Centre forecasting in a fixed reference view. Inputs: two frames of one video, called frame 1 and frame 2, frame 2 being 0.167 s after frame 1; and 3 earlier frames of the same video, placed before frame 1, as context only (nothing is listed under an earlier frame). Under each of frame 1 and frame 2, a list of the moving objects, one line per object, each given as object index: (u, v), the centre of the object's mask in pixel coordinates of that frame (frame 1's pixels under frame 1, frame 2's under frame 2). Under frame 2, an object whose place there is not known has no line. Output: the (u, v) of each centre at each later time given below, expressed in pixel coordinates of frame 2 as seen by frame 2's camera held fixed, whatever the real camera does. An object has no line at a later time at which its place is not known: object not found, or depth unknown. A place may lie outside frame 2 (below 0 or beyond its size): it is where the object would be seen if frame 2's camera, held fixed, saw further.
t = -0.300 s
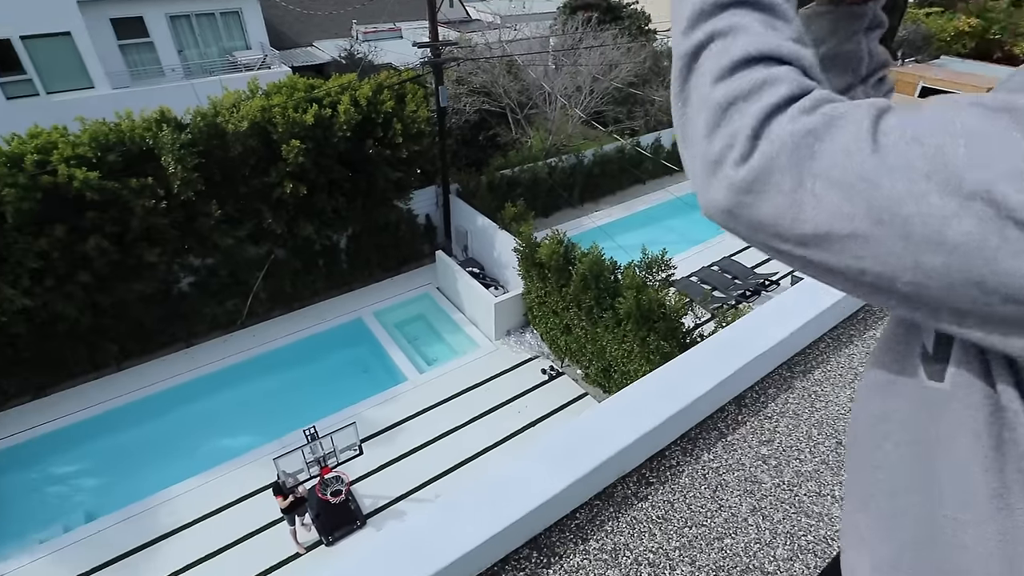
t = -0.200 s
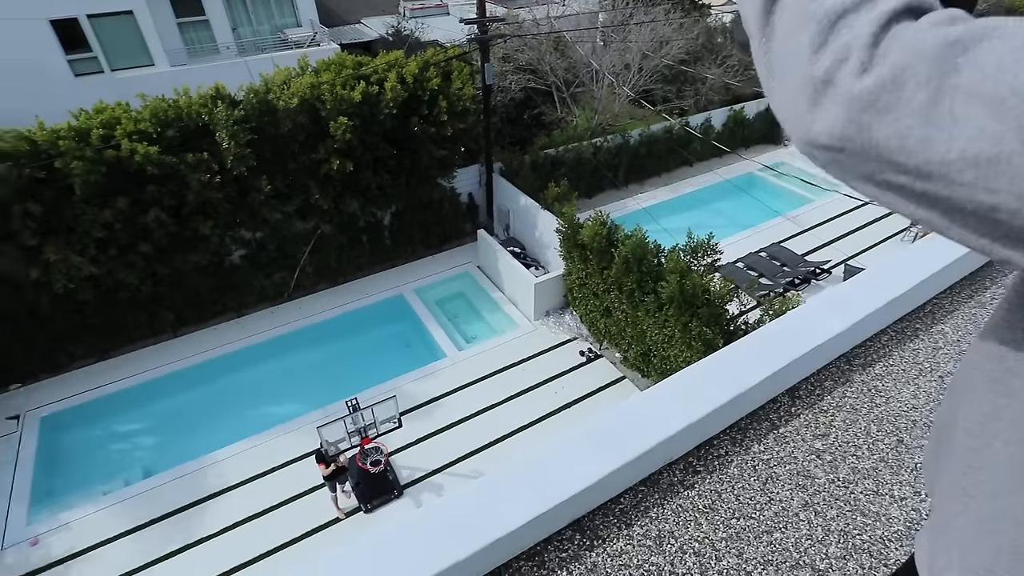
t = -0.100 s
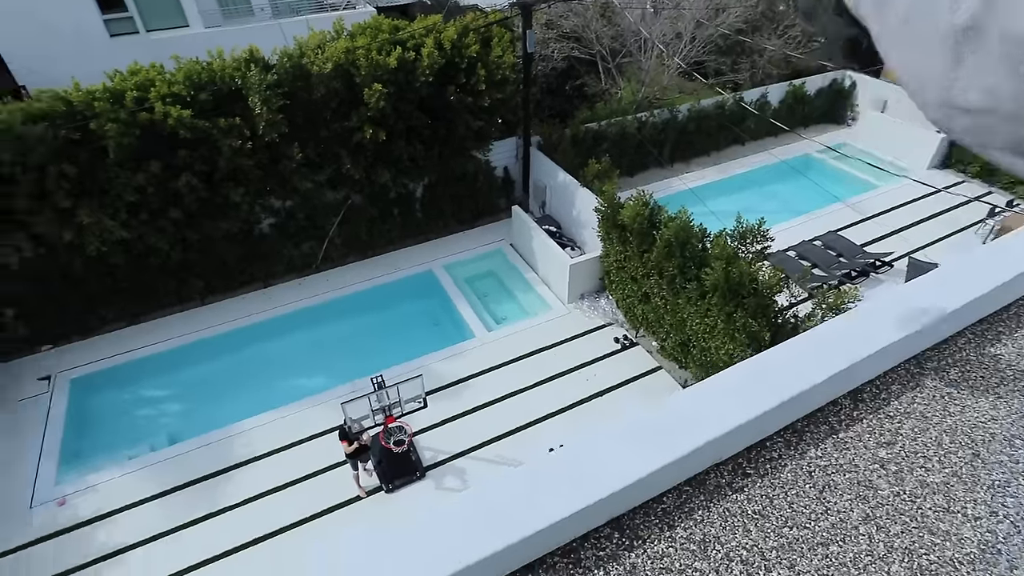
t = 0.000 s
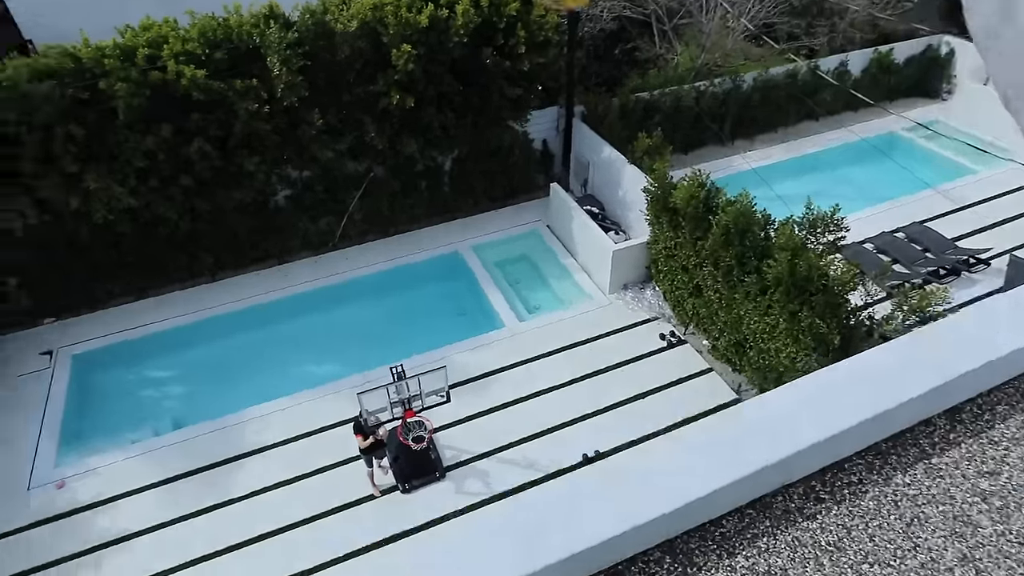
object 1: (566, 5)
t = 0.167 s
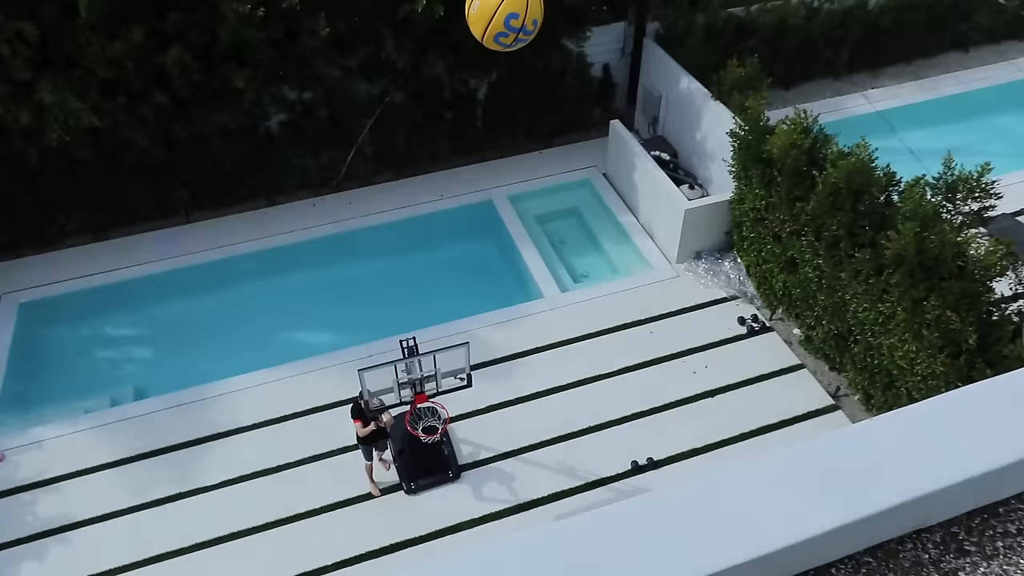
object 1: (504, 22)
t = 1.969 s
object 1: (524, 499)
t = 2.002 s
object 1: (526, 496)
